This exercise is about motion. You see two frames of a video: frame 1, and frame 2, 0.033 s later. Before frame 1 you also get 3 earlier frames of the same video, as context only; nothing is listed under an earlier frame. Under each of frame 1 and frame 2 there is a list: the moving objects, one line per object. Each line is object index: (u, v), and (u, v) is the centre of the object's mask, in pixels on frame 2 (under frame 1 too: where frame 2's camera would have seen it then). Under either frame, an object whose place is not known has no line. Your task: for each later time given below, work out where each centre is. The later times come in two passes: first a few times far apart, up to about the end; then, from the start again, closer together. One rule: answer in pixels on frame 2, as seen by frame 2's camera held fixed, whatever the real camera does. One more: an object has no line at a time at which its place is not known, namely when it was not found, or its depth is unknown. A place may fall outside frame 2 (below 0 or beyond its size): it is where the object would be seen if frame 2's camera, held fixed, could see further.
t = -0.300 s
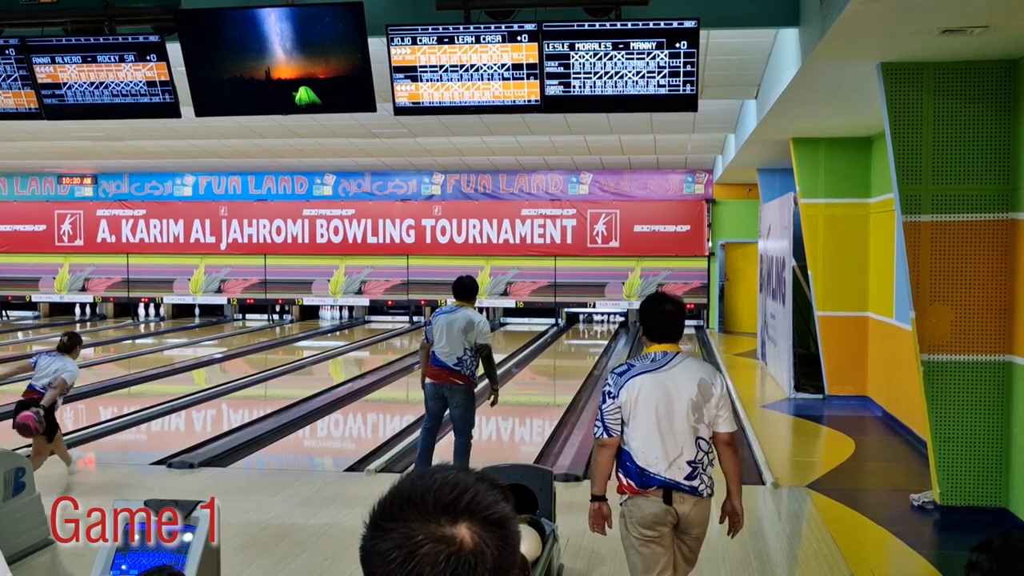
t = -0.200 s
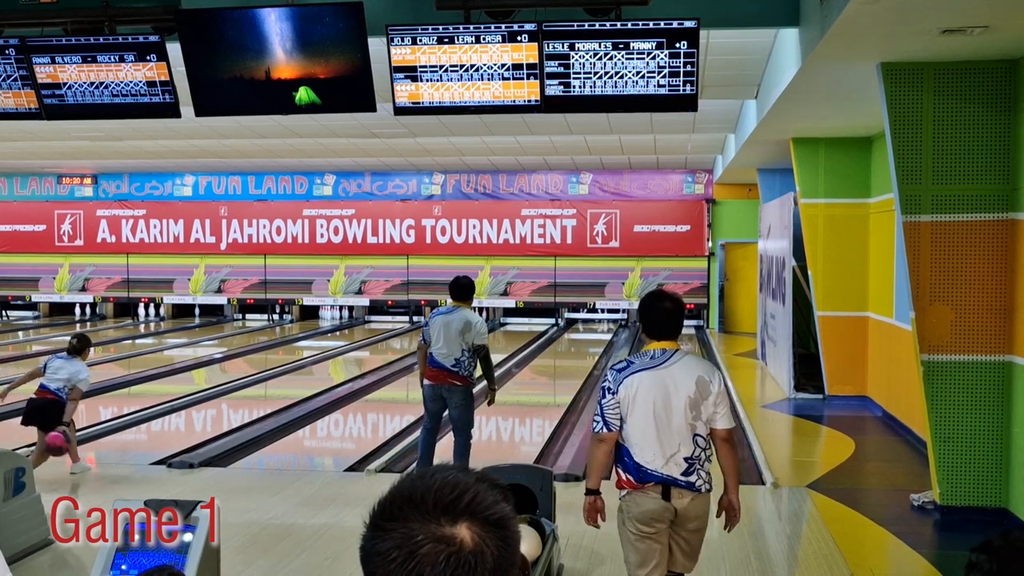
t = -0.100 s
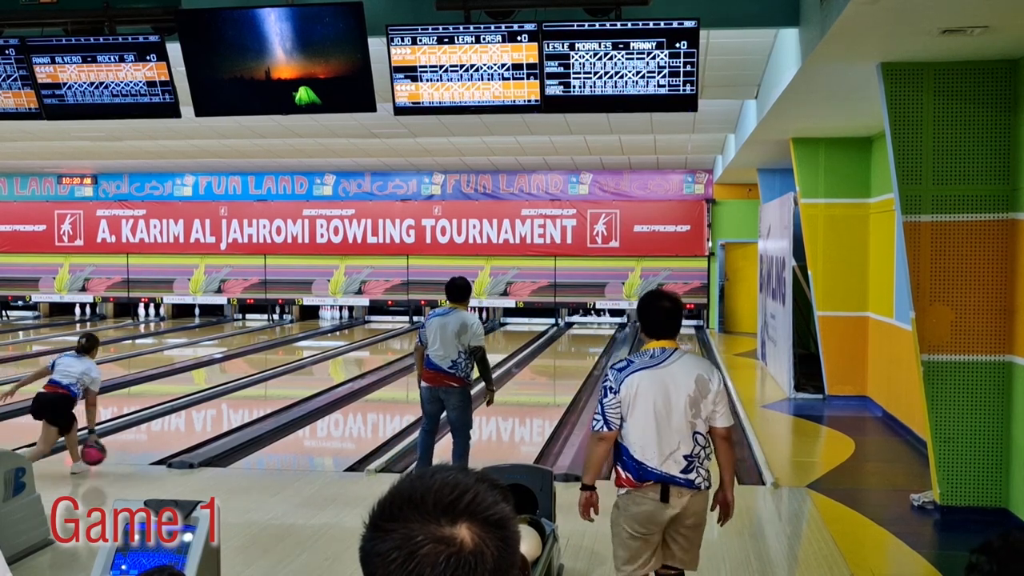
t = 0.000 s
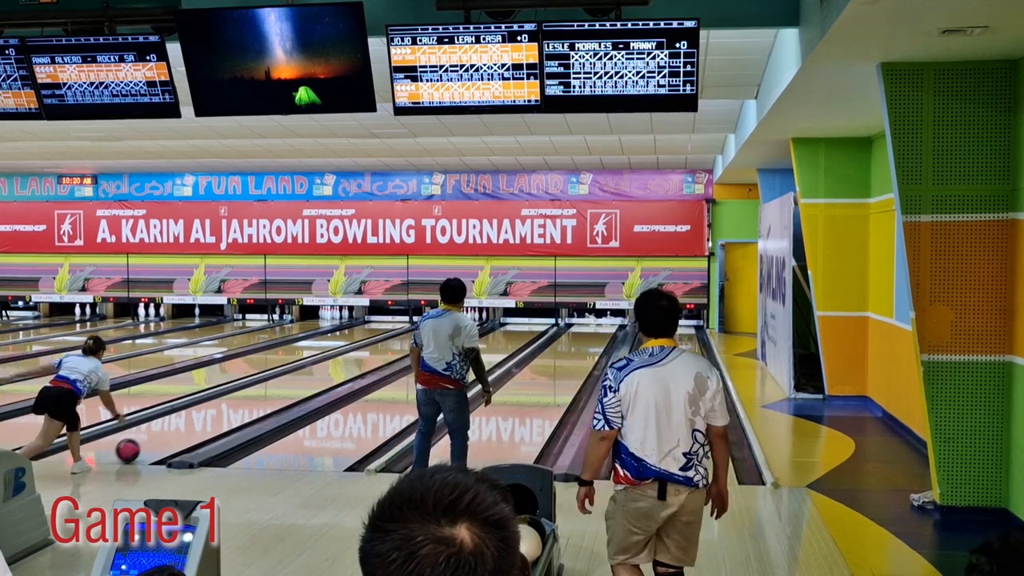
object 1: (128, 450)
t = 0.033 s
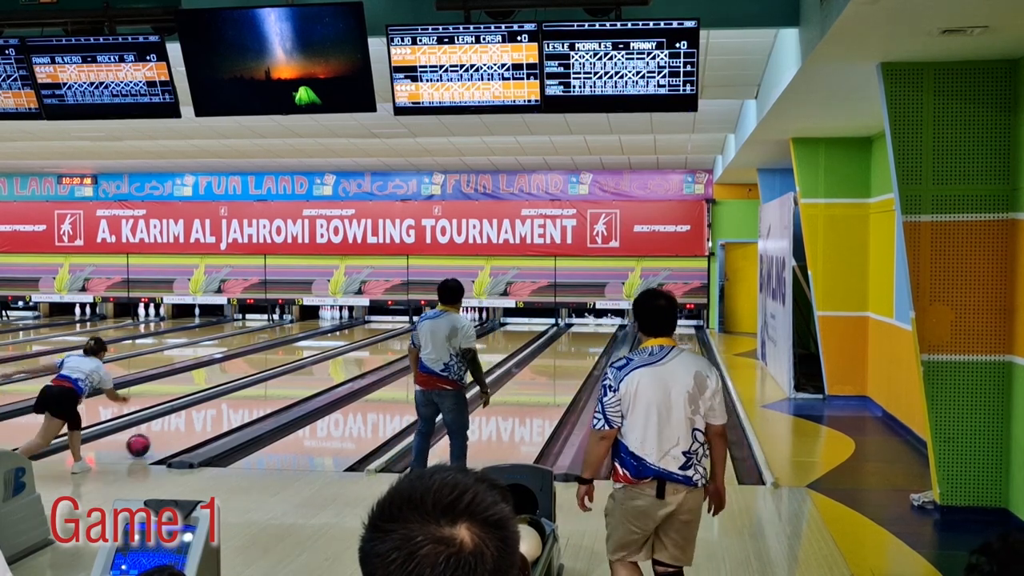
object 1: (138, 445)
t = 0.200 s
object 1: (185, 429)
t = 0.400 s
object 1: (231, 411)
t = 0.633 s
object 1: (275, 394)
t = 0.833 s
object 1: (306, 383)
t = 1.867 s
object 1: (408, 344)
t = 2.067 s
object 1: (421, 340)
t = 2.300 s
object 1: (432, 335)
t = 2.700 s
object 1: (447, 328)
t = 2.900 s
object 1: (452, 325)
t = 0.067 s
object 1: (148, 441)
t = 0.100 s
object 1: (158, 439)
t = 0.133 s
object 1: (167, 435)
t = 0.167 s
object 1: (176, 432)
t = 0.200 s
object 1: (185, 429)
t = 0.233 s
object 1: (193, 426)
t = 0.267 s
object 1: (201, 422)
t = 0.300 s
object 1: (209, 420)
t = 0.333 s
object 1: (217, 417)
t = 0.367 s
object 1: (224, 414)
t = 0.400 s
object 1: (231, 411)
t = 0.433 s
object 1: (238, 409)
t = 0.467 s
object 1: (245, 406)
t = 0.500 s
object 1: (251, 404)
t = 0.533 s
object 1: (257, 401)
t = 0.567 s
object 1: (263, 399)
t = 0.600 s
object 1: (269, 397)
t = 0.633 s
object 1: (275, 394)
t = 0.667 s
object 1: (280, 393)
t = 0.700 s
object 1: (286, 390)
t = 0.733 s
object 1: (291, 389)
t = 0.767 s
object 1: (296, 386)
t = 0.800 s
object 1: (301, 385)
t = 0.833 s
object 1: (306, 383)
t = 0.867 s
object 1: (311, 381)
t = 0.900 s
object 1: (315, 379)
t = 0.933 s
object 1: (320, 378)
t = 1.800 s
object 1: (404, 345)
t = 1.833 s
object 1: (406, 345)
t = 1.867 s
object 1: (408, 344)
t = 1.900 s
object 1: (410, 344)
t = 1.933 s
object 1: (412, 343)
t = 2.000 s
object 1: (417, 341)
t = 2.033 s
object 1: (419, 340)
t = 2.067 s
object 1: (421, 340)
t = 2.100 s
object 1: (422, 338)
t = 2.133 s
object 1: (424, 338)
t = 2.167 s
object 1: (426, 337)
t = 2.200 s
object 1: (428, 337)
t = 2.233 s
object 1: (430, 336)
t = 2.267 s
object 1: (431, 335)
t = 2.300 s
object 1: (432, 335)
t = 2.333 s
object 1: (434, 334)
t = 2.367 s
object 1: (435, 333)
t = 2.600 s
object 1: (444, 330)
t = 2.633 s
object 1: (445, 329)
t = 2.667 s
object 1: (446, 329)
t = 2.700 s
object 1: (447, 328)
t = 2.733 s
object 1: (448, 328)
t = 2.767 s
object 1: (449, 327)
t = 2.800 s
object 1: (450, 326)
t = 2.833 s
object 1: (451, 325)
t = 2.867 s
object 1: (451, 325)
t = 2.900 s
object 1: (452, 325)
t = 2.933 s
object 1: (453, 324)
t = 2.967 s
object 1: (455, 324)
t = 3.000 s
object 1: (455, 323)
